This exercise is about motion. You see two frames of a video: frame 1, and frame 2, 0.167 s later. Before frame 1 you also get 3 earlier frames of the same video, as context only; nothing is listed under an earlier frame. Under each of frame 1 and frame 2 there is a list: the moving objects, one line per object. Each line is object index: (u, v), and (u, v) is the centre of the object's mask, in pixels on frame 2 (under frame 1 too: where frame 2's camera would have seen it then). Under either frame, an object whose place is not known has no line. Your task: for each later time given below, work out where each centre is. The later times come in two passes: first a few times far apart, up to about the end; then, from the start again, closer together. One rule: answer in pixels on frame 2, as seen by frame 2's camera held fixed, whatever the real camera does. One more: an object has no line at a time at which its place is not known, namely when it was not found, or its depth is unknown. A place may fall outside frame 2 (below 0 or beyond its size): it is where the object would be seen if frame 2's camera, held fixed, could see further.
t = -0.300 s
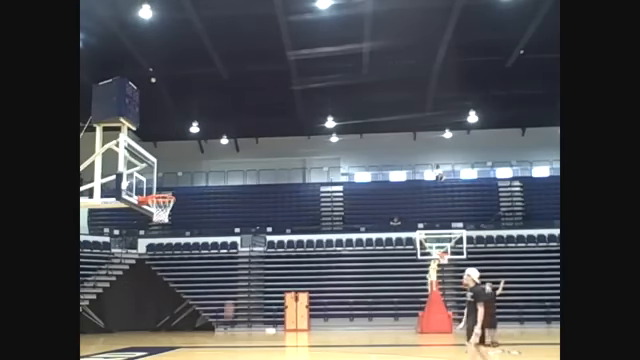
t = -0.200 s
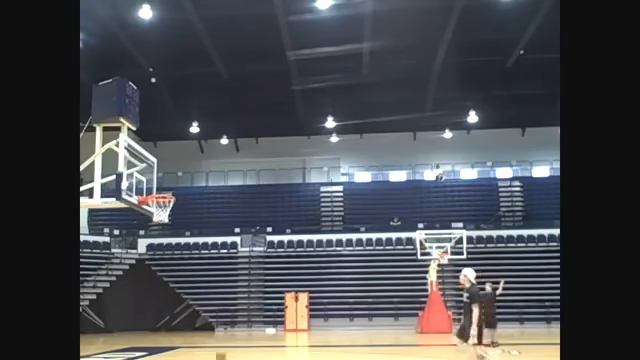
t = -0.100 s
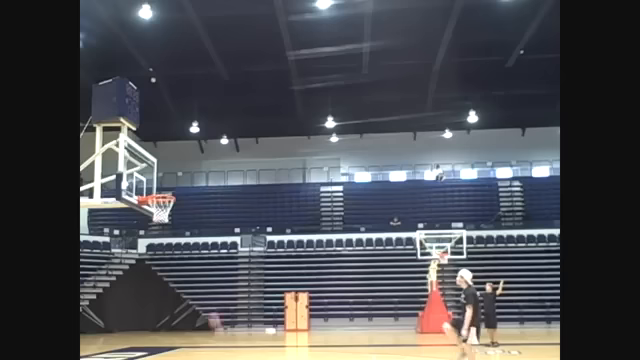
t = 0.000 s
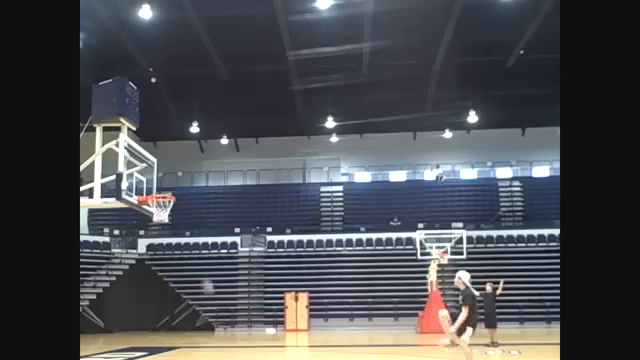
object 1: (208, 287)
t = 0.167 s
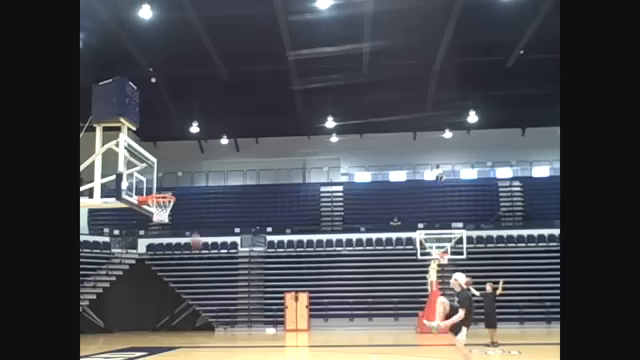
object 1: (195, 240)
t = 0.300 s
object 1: (186, 213)
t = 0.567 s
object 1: (166, 177)
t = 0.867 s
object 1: (160, 177)
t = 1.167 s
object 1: (165, 220)
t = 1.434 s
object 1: (161, 279)
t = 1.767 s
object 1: (155, 338)
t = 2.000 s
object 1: (148, 280)
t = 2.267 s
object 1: (139, 251)
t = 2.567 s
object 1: (126, 267)
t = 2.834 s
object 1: (112, 330)
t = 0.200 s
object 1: (193, 232)
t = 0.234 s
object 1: (191, 226)
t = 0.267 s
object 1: (188, 219)
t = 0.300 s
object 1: (186, 213)
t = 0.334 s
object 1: (183, 207)
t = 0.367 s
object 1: (181, 201)
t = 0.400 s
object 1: (179, 196)
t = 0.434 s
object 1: (176, 191)
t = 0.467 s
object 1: (174, 187)
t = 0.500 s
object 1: (171, 183)
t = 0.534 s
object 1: (168, 179)
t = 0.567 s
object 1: (166, 177)
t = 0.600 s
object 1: (164, 175)
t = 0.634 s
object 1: (160, 174)
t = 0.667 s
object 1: (158, 173)
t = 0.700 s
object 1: (158, 173)
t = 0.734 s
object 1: (158, 173)
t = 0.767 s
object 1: (159, 173)
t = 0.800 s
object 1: (159, 173)
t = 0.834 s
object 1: (159, 175)
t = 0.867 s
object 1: (160, 177)
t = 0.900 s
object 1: (160, 179)
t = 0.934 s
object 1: (161, 182)
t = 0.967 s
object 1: (162, 187)
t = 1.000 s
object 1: (163, 189)
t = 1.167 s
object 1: (165, 220)
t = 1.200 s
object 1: (164, 224)
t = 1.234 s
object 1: (164, 229)
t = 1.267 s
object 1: (163, 234)
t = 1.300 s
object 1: (163, 242)
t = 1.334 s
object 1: (162, 250)
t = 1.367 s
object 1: (162, 258)
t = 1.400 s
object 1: (161, 270)
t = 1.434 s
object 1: (161, 279)
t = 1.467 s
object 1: (161, 290)
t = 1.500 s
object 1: (160, 301)
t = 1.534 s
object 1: (160, 314)
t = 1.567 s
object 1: (160, 326)
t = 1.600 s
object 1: (158, 339)
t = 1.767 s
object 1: (155, 338)
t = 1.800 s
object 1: (155, 328)
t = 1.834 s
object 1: (153, 320)
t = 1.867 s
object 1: (152, 310)
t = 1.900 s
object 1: (151, 302)
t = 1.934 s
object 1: (150, 294)
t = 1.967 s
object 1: (149, 287)
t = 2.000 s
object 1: (148, 280)
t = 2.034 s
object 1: (147, 275)
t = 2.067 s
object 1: (146, 269)
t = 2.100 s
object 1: (144, 264)
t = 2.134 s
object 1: (144, 262)
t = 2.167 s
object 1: (143, 258)
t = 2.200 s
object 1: (142, 255)
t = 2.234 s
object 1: (141, 253)
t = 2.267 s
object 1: (139, 251)
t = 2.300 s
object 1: (137, 249)
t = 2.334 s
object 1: (136, 249)
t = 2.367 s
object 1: (135, 249)
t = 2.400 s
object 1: (134, 250)
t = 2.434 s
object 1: (132, 251)
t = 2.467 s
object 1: (131, 254)
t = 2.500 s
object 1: (129, 257)
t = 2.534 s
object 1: (128, 262)
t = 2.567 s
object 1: (126, 267)
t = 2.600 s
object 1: (124, 273)
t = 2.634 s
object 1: (123, 280)
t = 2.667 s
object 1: (121, 287)
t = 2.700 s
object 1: (119, 294)
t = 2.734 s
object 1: (117, 303)
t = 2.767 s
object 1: (115, 313)
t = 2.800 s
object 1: (114, 322)
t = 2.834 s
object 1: (112, 330)
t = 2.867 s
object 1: (110, 343)
